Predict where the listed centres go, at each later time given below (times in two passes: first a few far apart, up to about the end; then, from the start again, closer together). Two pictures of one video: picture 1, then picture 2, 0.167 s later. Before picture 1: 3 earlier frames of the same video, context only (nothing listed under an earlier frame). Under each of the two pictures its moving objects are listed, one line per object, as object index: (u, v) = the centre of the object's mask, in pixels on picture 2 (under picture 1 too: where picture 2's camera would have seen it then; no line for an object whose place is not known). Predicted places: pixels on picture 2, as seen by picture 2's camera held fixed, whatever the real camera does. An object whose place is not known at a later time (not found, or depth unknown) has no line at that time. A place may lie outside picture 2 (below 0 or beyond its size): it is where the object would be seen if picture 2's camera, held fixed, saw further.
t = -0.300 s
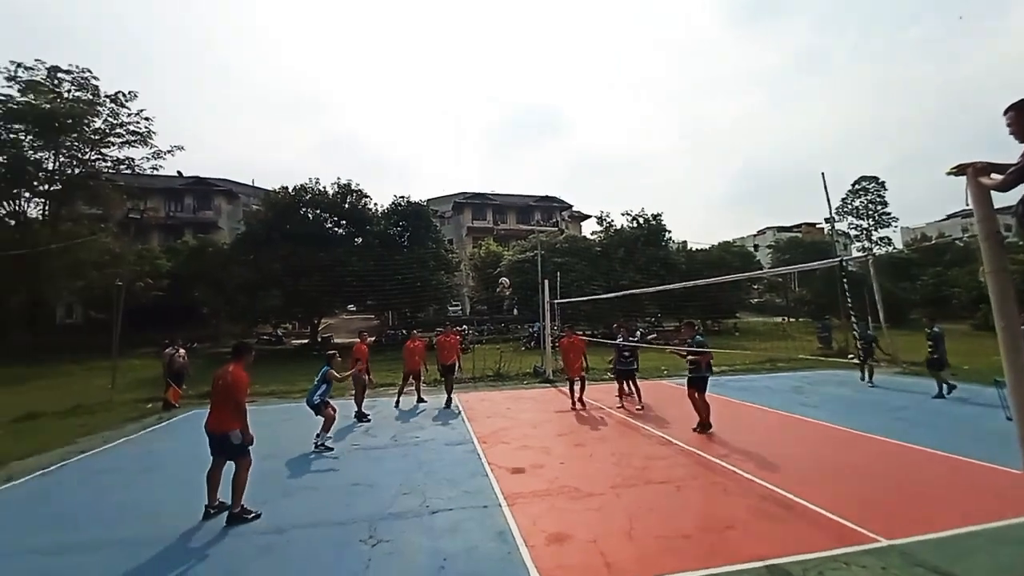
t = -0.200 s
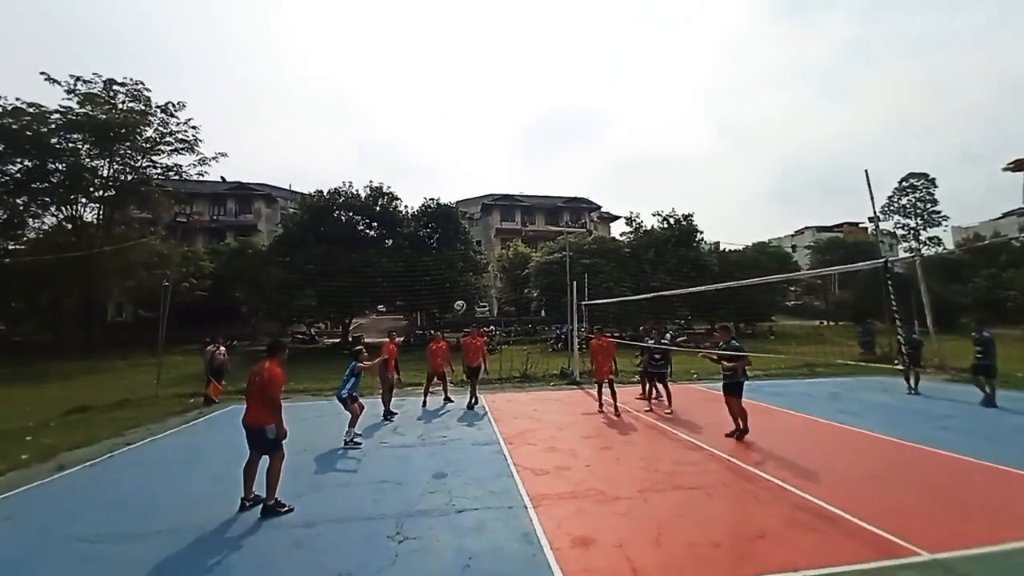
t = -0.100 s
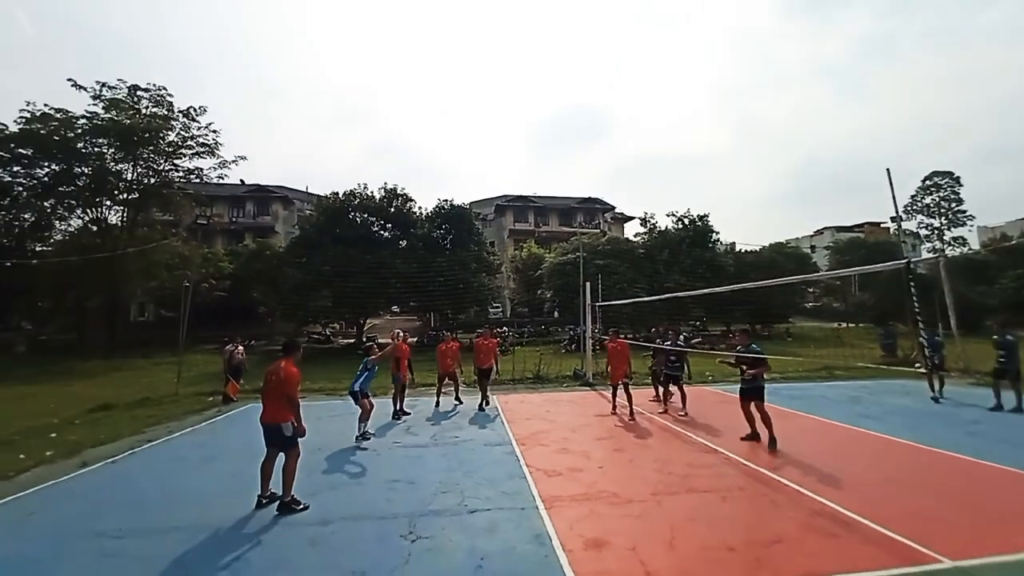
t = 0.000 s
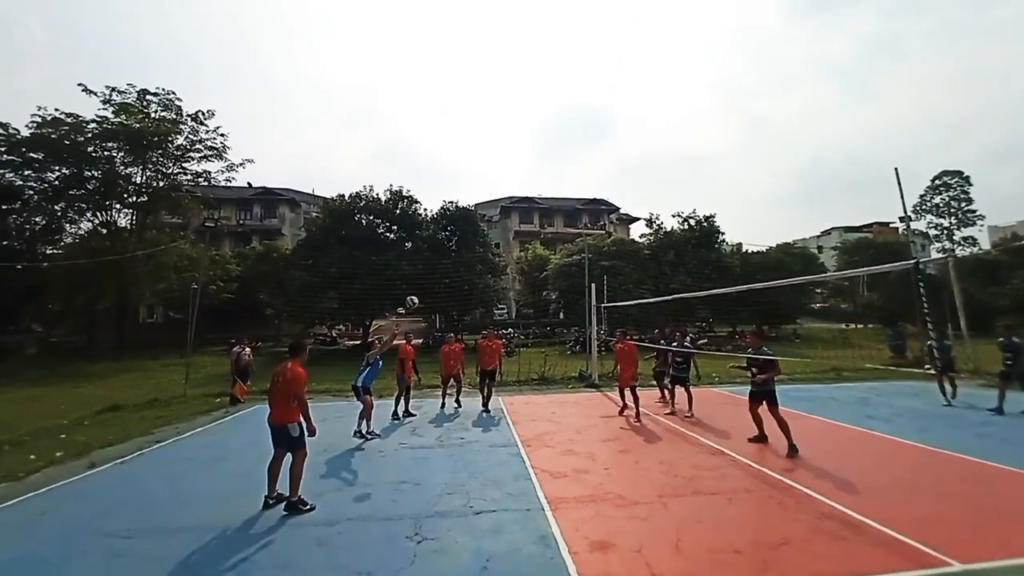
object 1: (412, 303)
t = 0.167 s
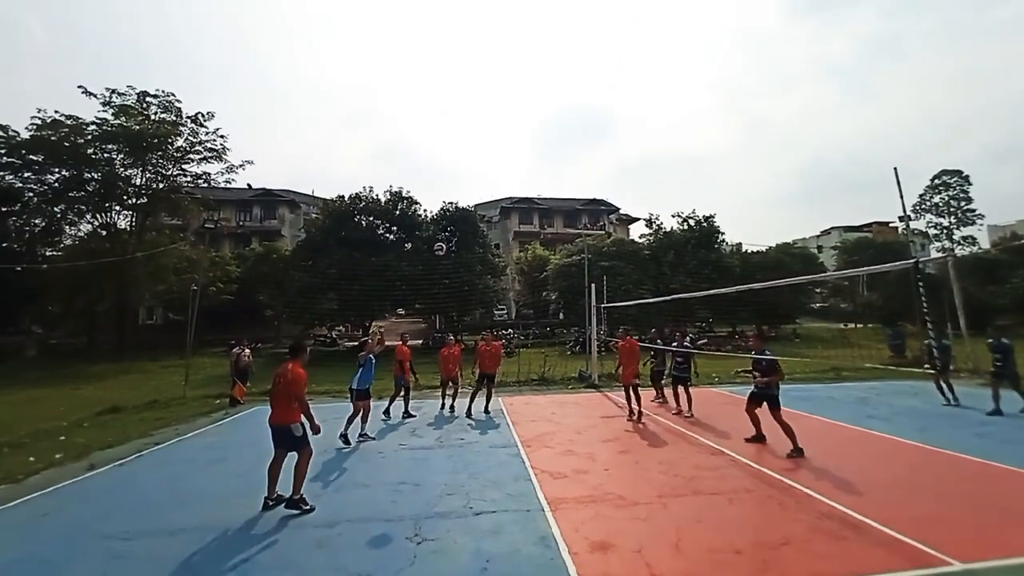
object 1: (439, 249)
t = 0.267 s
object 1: (456, 224)
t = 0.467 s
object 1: (489, 193)
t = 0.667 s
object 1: (522, 182)
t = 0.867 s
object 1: (555, 192)
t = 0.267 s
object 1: (456, 224)
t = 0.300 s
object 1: (462, 217)
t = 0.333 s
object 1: (468, 211)
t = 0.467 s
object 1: (489, 193)
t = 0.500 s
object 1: (495, 189)
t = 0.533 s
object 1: (500, 187)
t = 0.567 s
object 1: (506, 185)
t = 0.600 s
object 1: (511, 183)
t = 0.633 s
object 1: (517, 182)
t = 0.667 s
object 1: (522, 182)
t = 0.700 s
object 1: (528, 182)
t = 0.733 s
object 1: (533, 184)
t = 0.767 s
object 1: (538, 185)
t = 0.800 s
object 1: (543, 187)
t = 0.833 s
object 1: (549, 189)
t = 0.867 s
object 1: (555, 192)
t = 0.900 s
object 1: (561, 196)
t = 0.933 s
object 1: (568, 201)
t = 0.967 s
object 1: (573, 206)
